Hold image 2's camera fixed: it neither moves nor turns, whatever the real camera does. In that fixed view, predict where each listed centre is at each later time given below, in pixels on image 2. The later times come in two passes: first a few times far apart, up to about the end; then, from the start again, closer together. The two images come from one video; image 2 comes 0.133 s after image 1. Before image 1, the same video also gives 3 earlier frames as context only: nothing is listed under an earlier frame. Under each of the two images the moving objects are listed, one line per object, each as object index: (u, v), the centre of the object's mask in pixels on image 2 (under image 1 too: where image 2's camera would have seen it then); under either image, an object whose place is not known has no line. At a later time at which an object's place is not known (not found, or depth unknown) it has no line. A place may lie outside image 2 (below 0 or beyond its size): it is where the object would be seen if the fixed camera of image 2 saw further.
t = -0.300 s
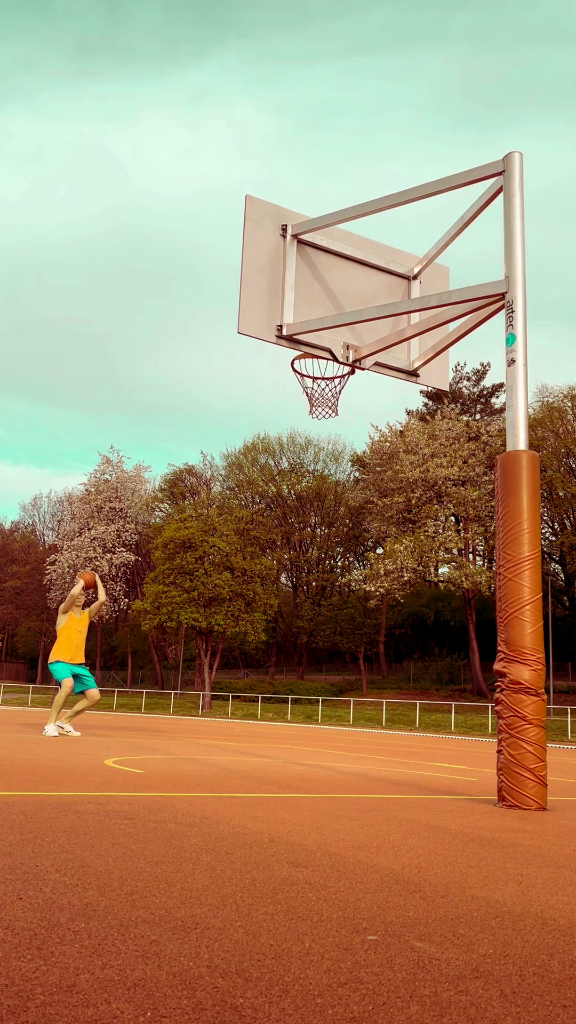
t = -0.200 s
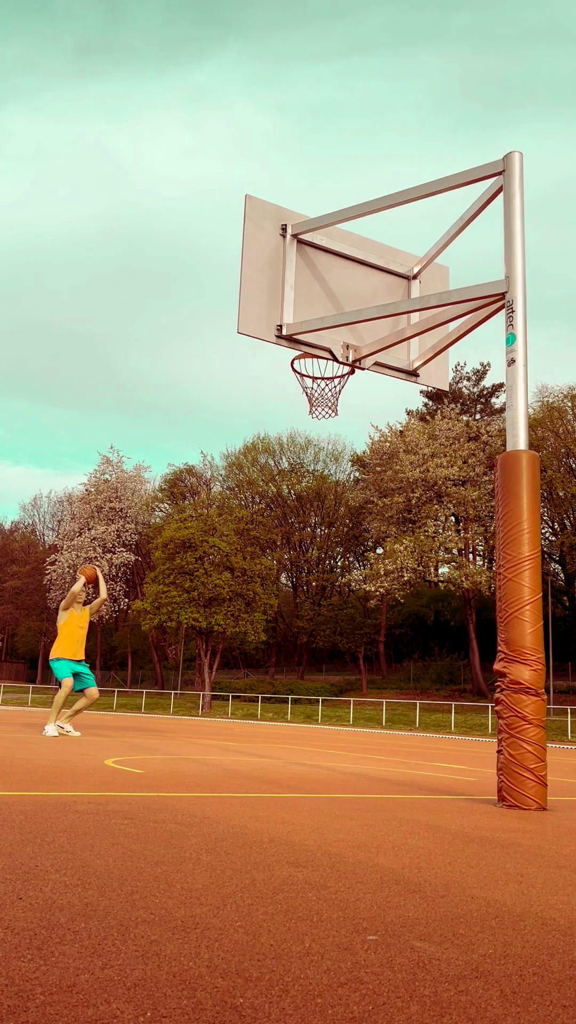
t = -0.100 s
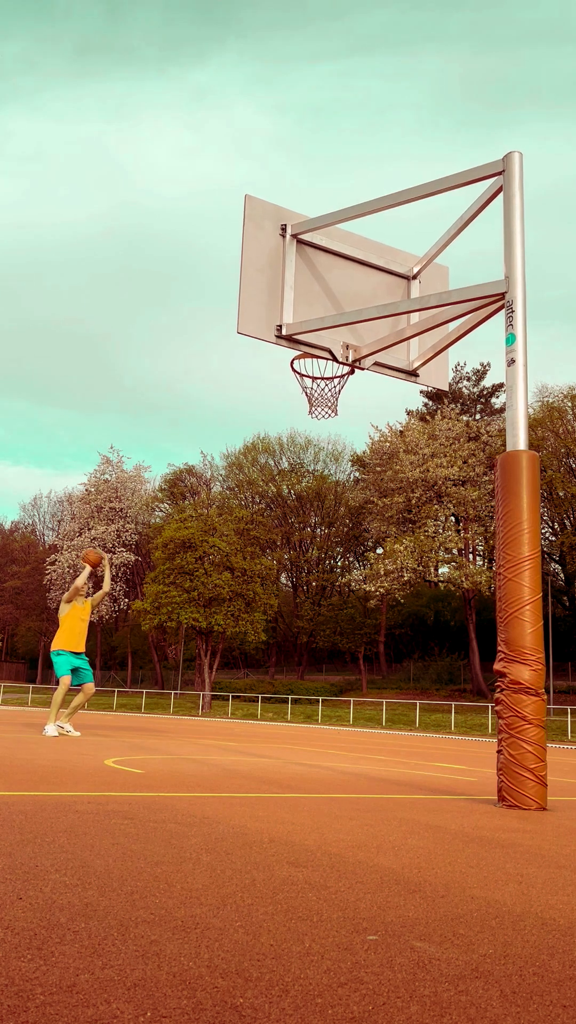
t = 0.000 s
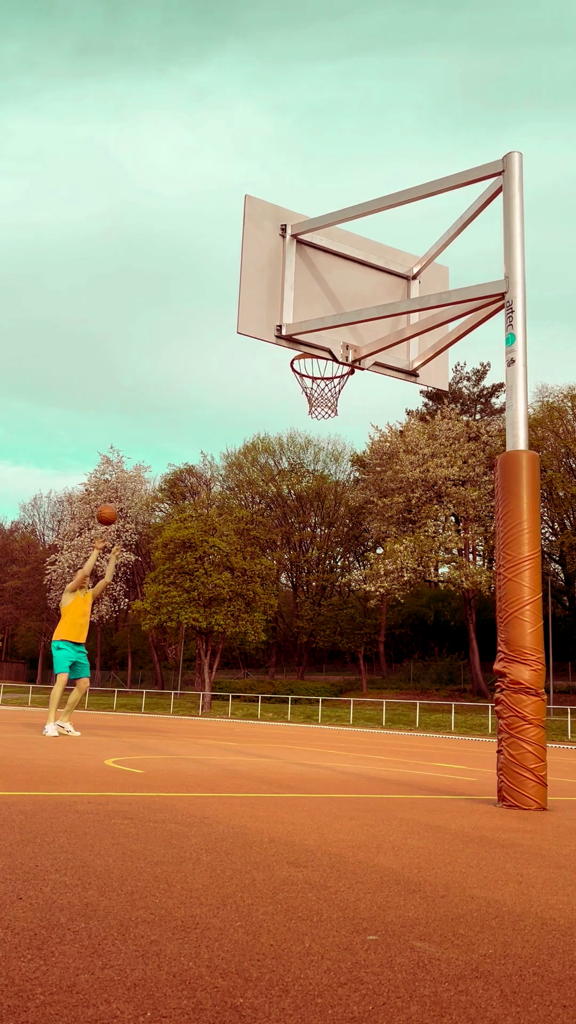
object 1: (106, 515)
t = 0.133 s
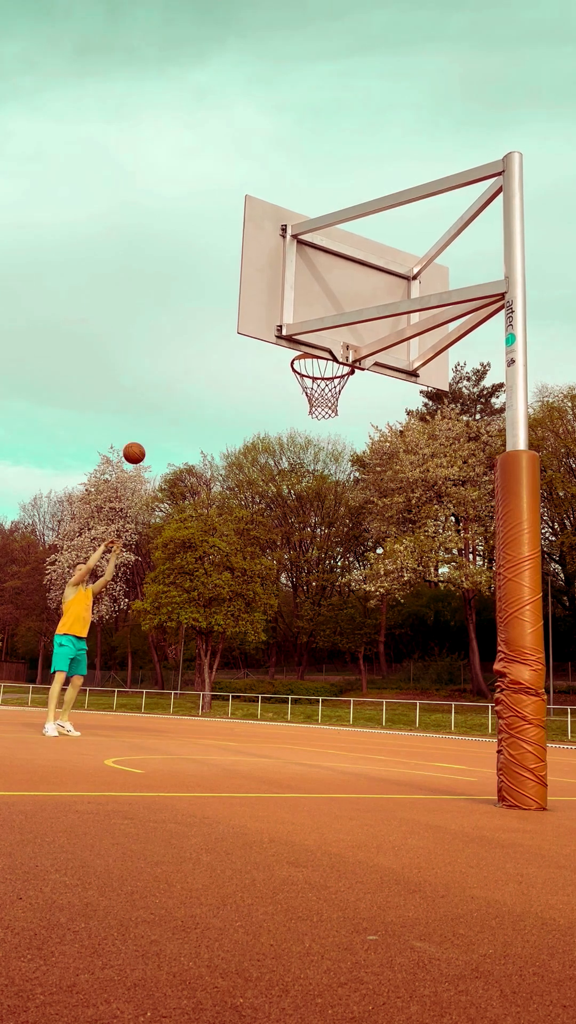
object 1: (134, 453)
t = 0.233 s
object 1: (154, 414)
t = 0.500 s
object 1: (213, 343)
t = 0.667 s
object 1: (250, 339)
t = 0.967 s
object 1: (337, 385)
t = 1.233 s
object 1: (322, 403)
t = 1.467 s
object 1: (298, 453)
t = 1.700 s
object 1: (271, 571)
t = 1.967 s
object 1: (241, 714)
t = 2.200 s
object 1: (234, 594)
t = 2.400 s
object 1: (224, 552)
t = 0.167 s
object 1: (141, 439)
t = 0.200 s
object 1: (147, 426)
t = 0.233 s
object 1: (154, 414)
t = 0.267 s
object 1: (161, 402)
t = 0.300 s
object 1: (168, 392)
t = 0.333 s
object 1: (175, 382)
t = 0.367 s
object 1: (182, 373)
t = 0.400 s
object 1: (190, 364)
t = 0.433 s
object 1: (197, 356)
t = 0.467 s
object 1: (205, 350)
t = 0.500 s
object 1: (213, 343)
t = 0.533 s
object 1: (220, 339)
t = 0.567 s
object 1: (228, 335)
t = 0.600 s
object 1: (234, 333)
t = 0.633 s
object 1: (240, 334)
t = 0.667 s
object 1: (250, 339)
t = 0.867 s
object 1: (305, 359)
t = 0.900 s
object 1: (317, 365)
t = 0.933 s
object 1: (327, 372)
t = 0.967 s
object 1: (337, 385)
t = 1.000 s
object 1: (342, 395)
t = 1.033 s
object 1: (342, 397)
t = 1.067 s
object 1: (340, 397)
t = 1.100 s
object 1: (336, 398)
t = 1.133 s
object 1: (332, 398)
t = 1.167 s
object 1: (328, 399)
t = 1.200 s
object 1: (325, 401)
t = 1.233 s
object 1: (322, 403)
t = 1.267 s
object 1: (318, 406)
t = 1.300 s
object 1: (315, 410)
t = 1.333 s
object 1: (312, 416)
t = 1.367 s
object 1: (309, 423)
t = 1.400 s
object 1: (305, 432)
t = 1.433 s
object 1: (302, 442)
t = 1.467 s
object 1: (298, 453)
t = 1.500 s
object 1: (295, 466)
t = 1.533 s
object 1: (291, 479)
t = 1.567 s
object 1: (287, 495)
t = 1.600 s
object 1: (283, 511)
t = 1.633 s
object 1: (279, 530)
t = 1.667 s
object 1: (275, 550)
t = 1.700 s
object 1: (271, 571)
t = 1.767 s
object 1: (263, 619)
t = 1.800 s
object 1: (258, 646)
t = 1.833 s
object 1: (254, 674)
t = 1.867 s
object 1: (249, 705)
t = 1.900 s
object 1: (244, 737)
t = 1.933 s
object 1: (242, 739)
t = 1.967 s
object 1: (241, 714)
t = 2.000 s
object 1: (240, 692)
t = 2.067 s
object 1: (238, 653)
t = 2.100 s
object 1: (237, 636)
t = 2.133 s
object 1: (237, 620)
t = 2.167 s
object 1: (235, 606)
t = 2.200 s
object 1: (234, 594)
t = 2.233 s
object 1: (233, 583)
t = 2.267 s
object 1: (231, 574)
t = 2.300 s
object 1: (230, 566)
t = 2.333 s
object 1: (228, 560)
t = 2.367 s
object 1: (226, 556)
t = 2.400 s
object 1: (224, 552)
